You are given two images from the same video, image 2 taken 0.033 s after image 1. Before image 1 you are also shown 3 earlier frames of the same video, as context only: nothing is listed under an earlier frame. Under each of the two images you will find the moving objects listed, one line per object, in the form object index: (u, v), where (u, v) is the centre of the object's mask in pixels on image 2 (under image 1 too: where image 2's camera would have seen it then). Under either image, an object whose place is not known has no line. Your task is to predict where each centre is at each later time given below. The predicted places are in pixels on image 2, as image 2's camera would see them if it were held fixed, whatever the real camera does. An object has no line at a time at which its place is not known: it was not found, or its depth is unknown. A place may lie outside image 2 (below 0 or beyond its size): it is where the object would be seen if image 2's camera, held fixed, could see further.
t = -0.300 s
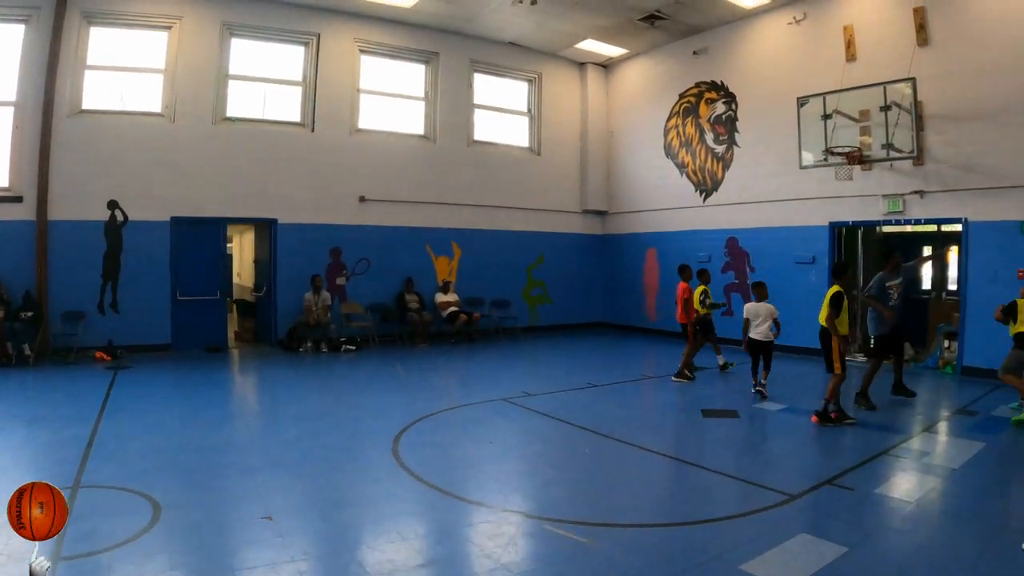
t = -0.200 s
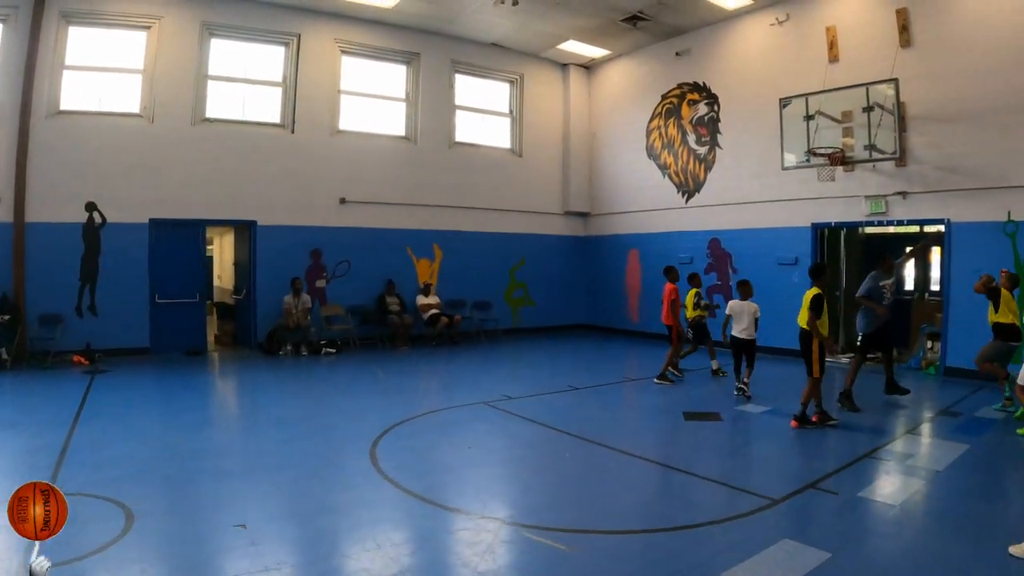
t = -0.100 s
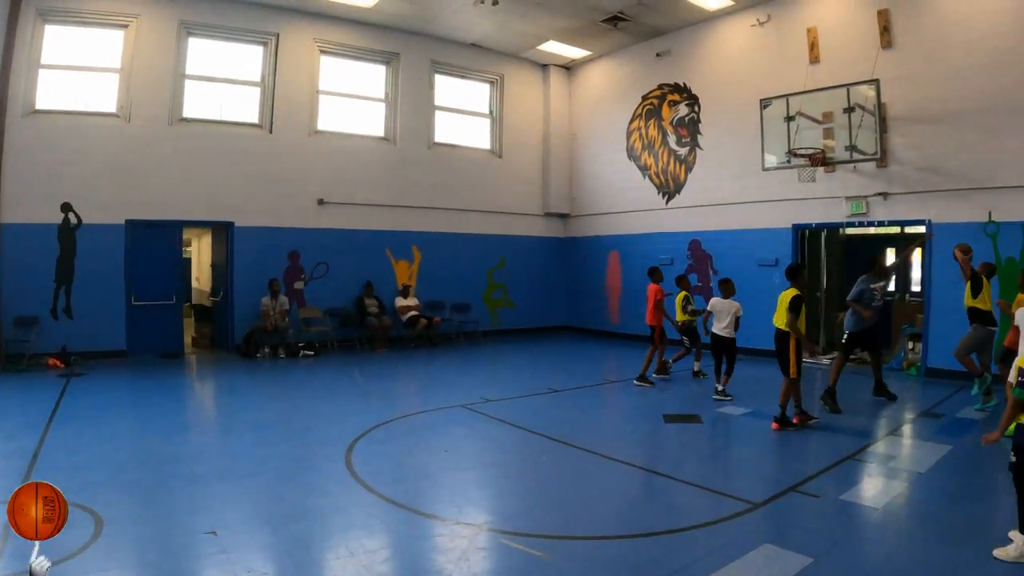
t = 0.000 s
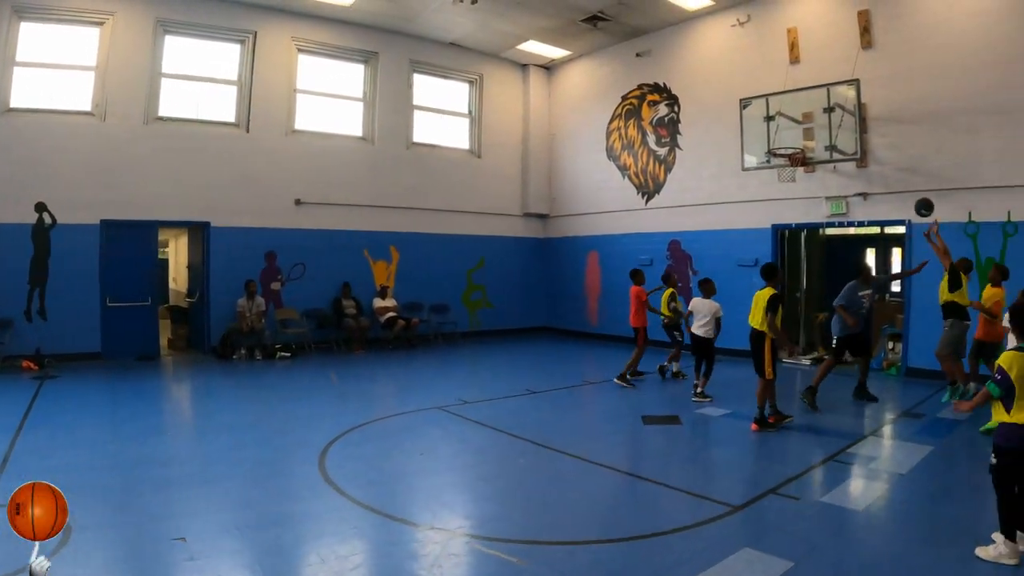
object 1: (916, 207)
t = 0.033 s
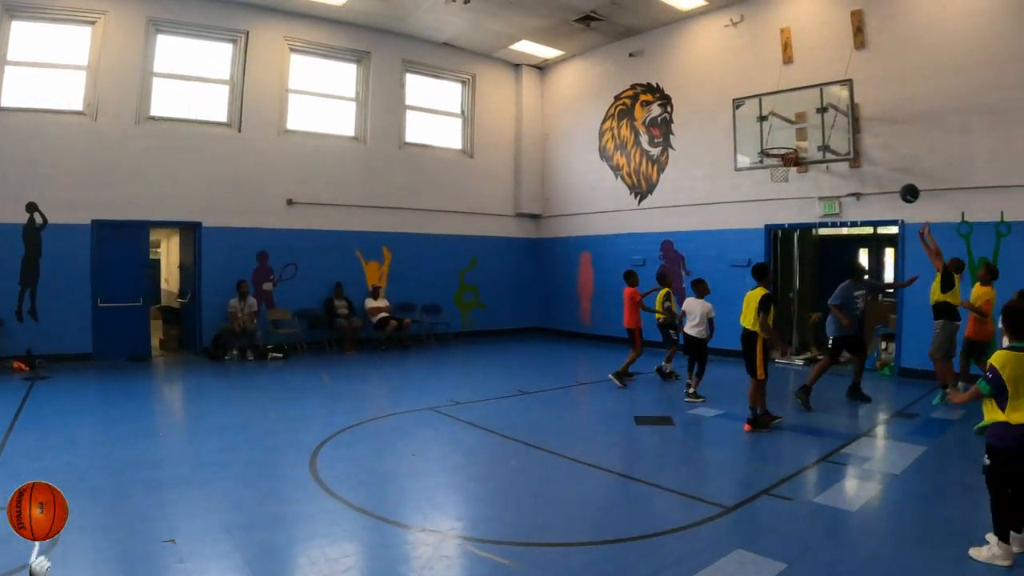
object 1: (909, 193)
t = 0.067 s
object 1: (902, 180)
